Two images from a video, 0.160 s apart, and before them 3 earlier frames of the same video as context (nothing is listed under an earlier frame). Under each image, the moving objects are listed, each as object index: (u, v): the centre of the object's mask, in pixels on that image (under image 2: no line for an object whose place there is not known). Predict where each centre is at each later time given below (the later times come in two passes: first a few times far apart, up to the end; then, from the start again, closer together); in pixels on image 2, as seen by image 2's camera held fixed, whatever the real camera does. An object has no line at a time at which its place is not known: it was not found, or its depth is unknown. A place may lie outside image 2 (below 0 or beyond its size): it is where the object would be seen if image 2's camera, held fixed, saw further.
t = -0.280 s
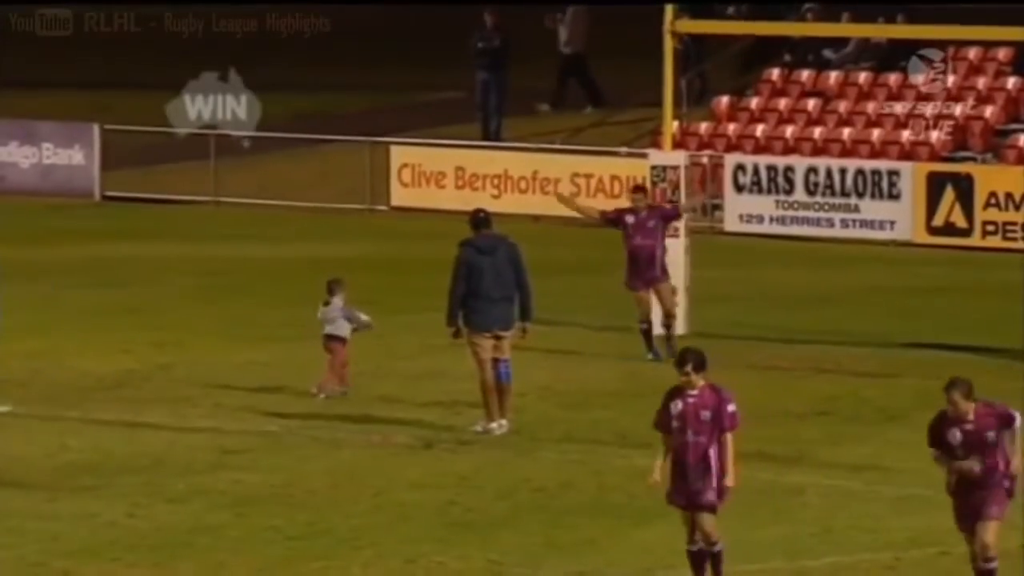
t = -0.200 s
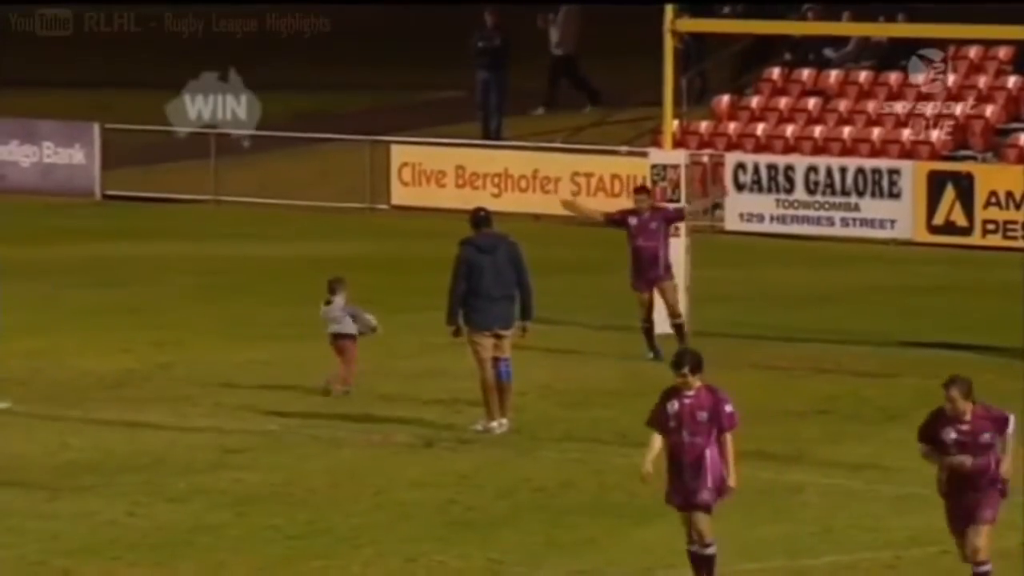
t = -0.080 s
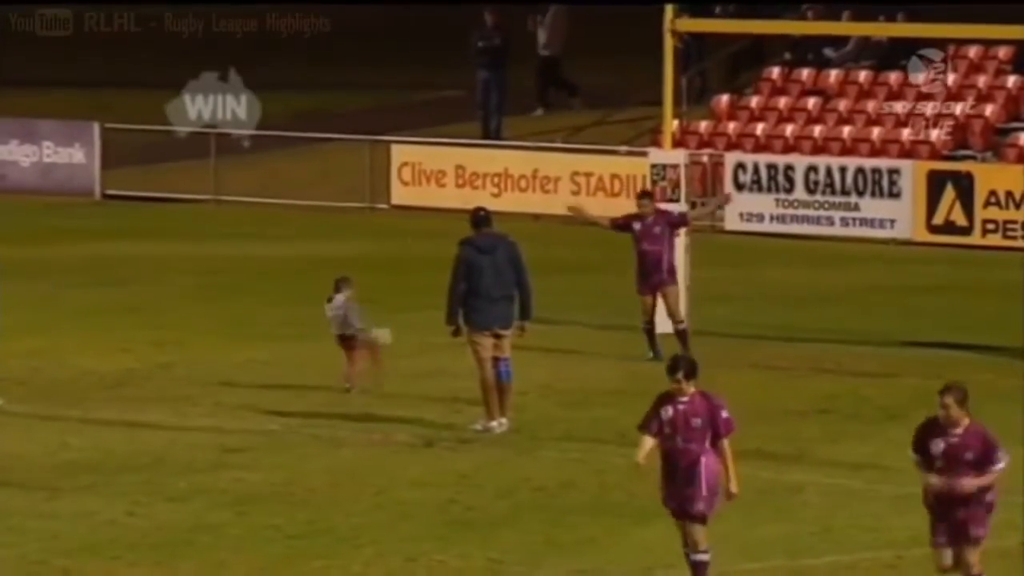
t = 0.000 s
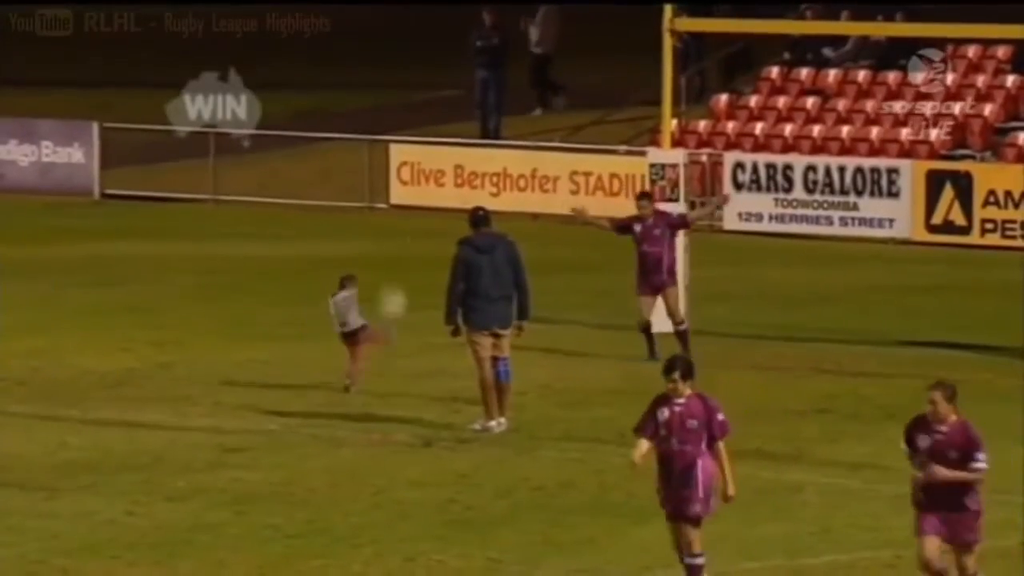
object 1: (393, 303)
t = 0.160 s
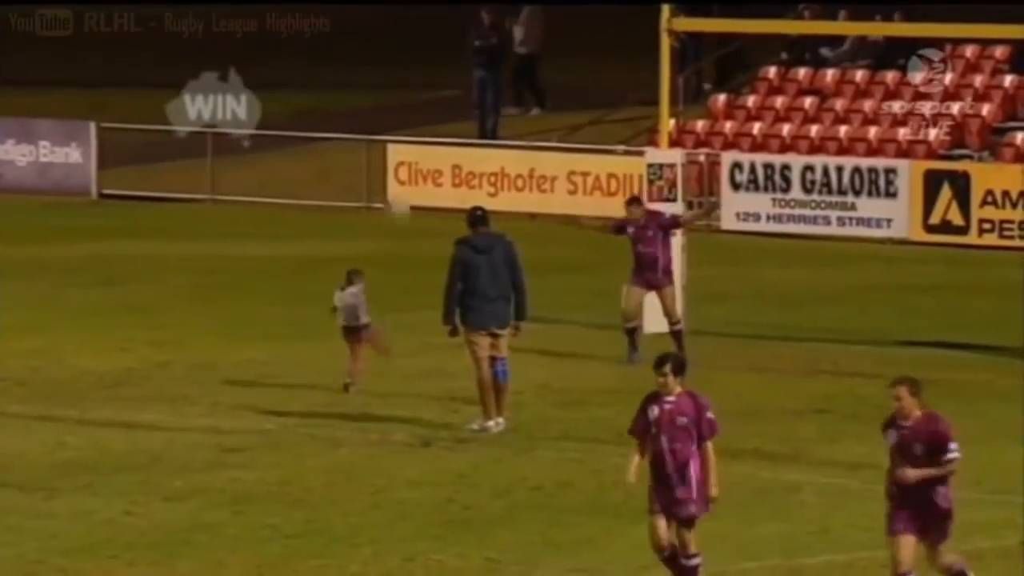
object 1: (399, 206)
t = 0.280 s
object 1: (409, 150)
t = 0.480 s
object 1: (423, 93)
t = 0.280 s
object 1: (409, 150)
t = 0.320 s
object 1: (411, 133)
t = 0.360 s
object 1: (415, 120)
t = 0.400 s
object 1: (417, 110)
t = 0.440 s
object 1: (420, 100)
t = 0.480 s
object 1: (423, 93)
